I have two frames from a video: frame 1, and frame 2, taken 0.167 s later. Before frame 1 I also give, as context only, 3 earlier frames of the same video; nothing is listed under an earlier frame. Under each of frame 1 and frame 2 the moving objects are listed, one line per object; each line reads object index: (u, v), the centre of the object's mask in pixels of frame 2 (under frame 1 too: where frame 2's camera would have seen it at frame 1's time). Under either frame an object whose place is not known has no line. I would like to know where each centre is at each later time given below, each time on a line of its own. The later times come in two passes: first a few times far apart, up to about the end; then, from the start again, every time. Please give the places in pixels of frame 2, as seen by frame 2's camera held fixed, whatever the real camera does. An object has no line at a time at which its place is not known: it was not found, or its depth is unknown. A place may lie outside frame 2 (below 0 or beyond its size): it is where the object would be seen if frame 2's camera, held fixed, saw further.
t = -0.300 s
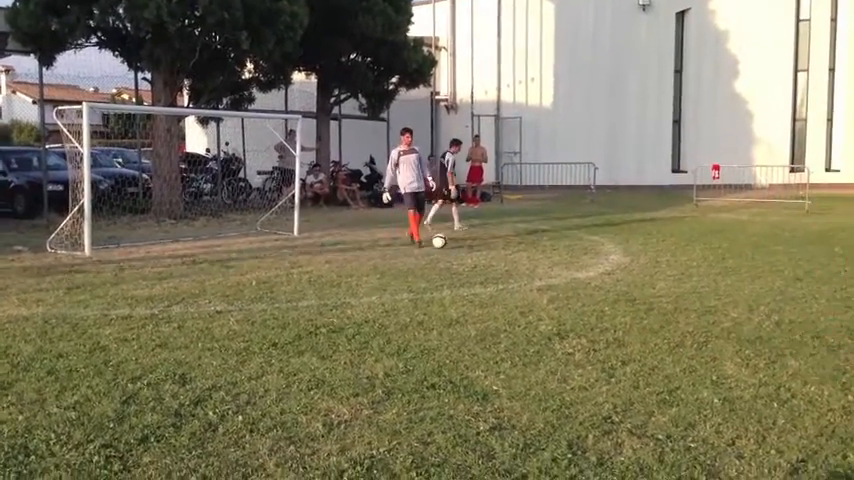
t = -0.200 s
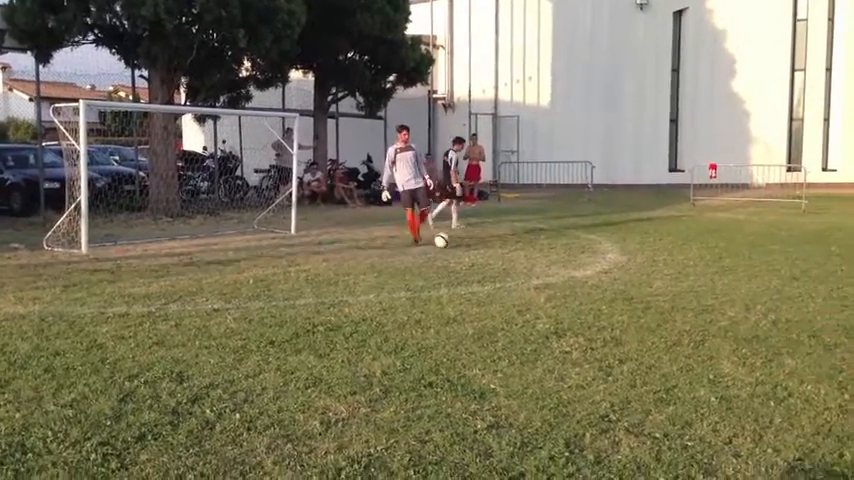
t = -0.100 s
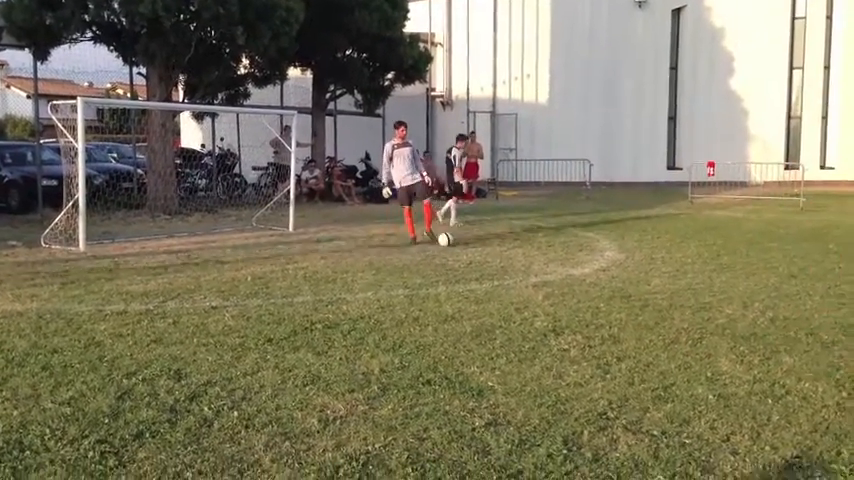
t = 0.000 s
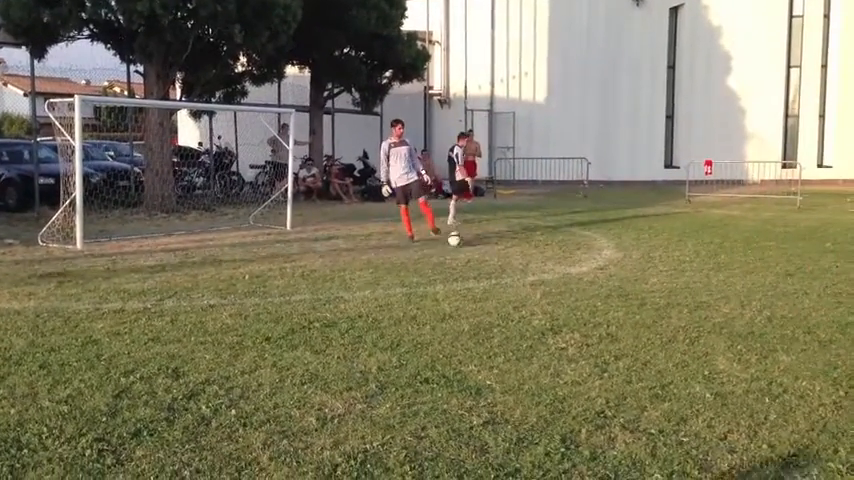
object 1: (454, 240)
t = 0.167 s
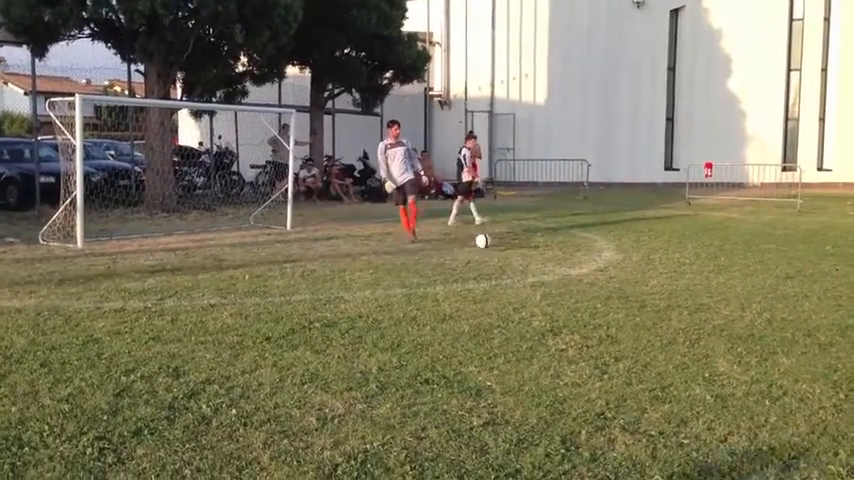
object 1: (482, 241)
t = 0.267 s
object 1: (498, 242)
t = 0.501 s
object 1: (536, 250)
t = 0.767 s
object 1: (581, 257)
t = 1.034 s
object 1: (632, 262)
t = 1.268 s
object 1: (679, 267)
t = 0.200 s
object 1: (487, 241)
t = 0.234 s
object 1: (491, 241)
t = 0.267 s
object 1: (498, 242)
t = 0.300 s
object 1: (503, 244)
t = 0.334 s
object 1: (508, 246)
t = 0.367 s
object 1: (512, 248)
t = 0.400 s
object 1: (518, 248)
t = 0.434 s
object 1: (524, 248)
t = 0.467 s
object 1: (529, 248)
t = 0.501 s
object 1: (536, 250)
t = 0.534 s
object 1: (542, 251)
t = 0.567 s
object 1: (547, 250)
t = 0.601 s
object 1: (552, 250)
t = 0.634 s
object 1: (557, 250)
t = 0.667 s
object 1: (563, 251)
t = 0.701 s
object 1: (570, 254)
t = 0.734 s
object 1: (576, 257)
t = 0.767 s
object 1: (581, 257)
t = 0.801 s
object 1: (587, 256)
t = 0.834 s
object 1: (593, 256)
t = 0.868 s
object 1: (599, 256)
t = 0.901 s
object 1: (606, 257)
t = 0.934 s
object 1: (612, 259)
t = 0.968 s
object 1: (619, 263)
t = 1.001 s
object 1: (626, 263)
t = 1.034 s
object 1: (632, 262)
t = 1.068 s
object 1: (638, 263)
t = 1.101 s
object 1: (645, 264)
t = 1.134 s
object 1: (652, 266)
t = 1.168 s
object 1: (659, 268)
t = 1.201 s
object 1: (666, 268)
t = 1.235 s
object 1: (673, 267)
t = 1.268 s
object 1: (679, 267)
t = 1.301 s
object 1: (686, 270)
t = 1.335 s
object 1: (693, 272)
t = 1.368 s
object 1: (700, 272)
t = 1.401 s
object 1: (707, 272)
